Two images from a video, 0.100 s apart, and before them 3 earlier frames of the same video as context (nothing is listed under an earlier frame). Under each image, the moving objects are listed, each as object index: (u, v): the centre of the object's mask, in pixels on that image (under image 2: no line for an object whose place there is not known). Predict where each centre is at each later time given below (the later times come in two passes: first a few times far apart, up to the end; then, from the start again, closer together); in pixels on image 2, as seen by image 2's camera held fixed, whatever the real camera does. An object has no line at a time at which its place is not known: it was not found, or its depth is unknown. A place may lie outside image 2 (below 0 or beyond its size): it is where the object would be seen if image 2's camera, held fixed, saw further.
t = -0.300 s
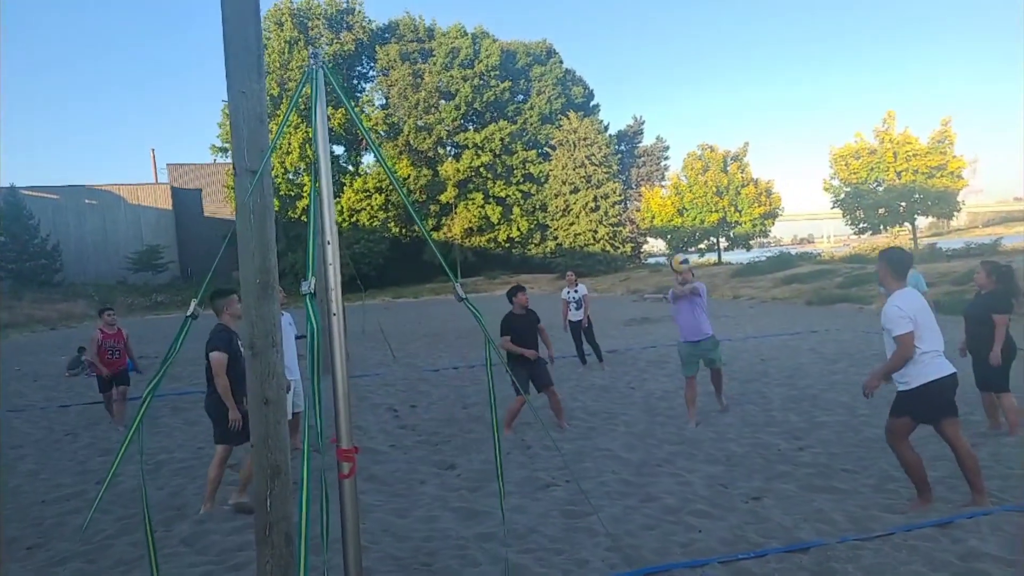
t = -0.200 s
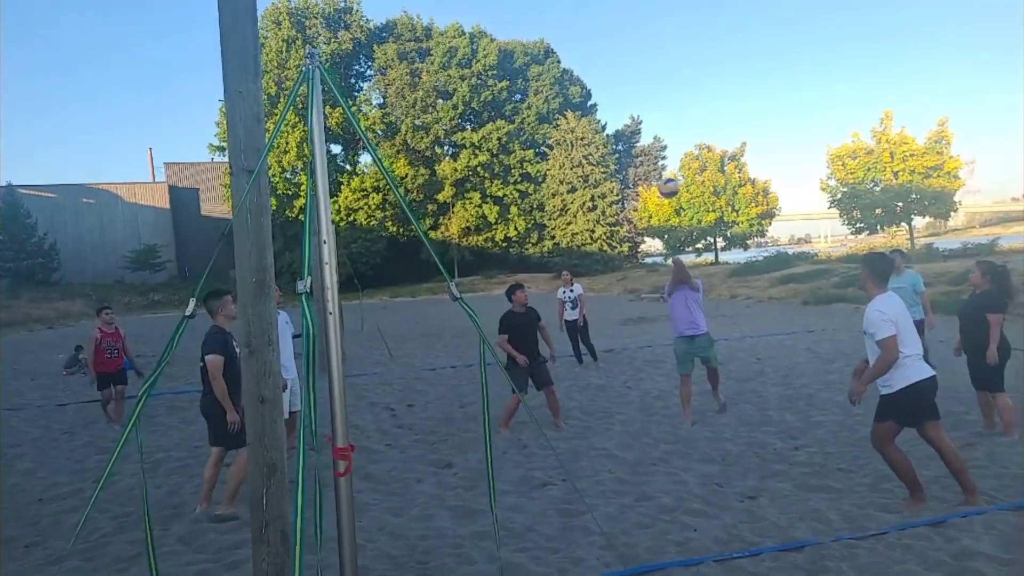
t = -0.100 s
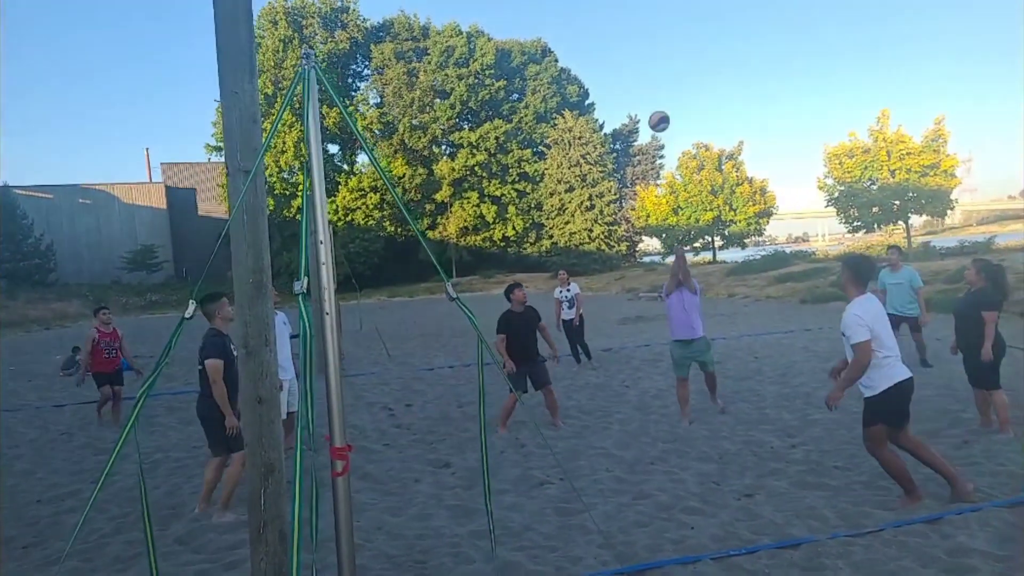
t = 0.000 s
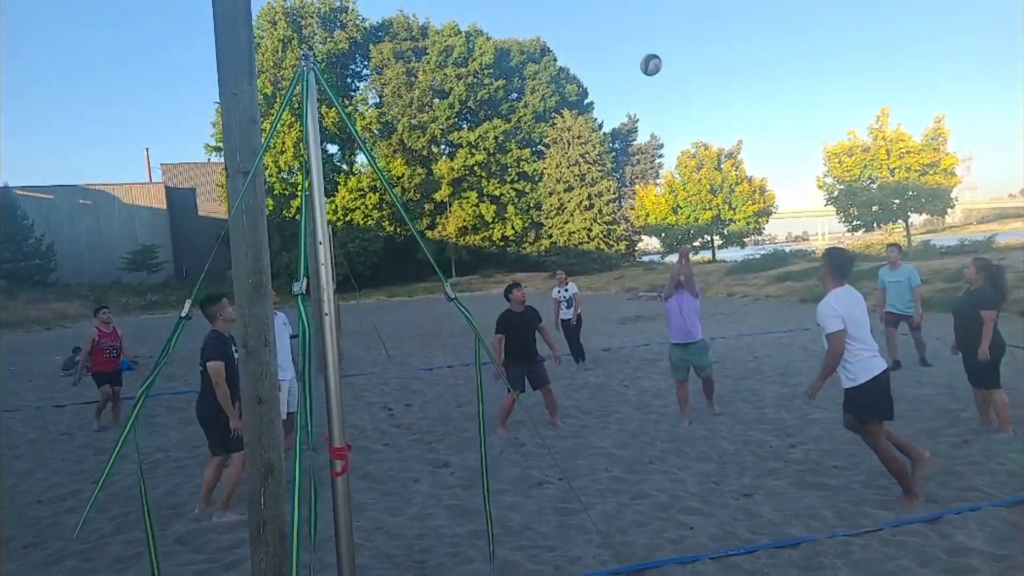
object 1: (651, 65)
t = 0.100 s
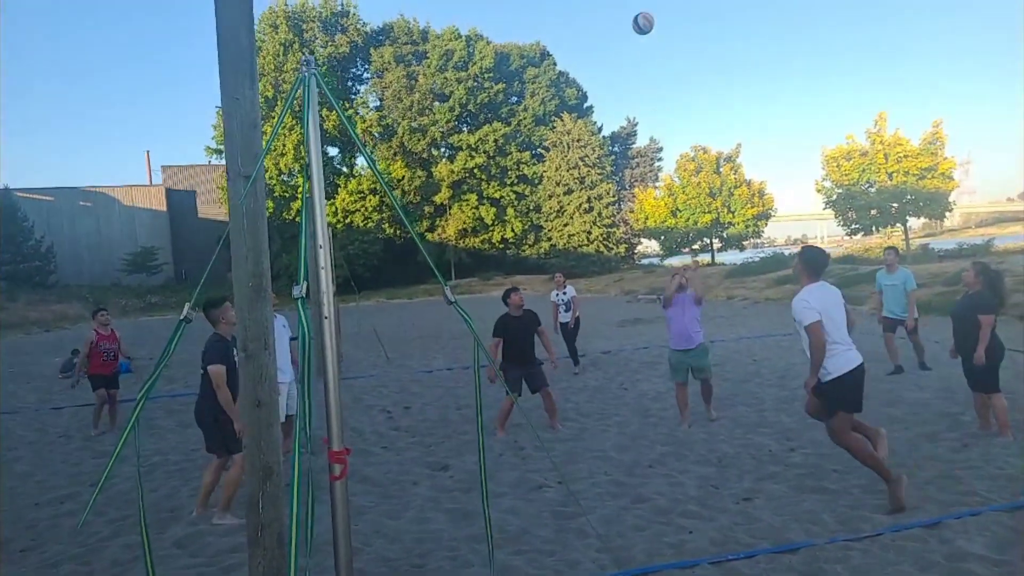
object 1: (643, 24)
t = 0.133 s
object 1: (640, 12)
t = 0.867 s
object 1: (609, 10)
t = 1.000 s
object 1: (608, 70)
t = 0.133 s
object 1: (640, 12)
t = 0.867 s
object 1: (609, 10)
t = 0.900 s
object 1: (609, 23)
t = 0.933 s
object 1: (608, 38)
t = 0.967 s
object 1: (608, 54)
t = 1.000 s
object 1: (608, 70)
